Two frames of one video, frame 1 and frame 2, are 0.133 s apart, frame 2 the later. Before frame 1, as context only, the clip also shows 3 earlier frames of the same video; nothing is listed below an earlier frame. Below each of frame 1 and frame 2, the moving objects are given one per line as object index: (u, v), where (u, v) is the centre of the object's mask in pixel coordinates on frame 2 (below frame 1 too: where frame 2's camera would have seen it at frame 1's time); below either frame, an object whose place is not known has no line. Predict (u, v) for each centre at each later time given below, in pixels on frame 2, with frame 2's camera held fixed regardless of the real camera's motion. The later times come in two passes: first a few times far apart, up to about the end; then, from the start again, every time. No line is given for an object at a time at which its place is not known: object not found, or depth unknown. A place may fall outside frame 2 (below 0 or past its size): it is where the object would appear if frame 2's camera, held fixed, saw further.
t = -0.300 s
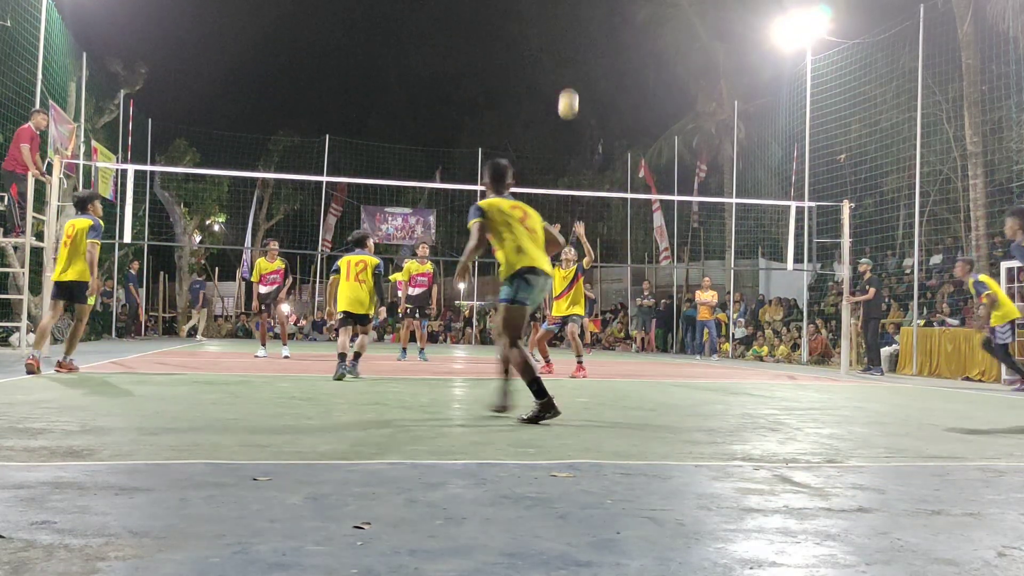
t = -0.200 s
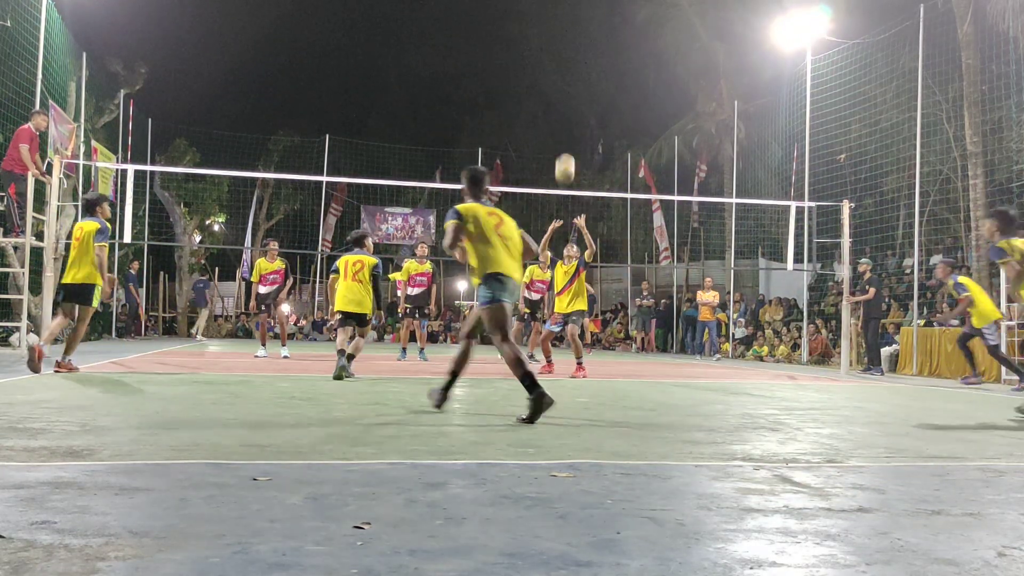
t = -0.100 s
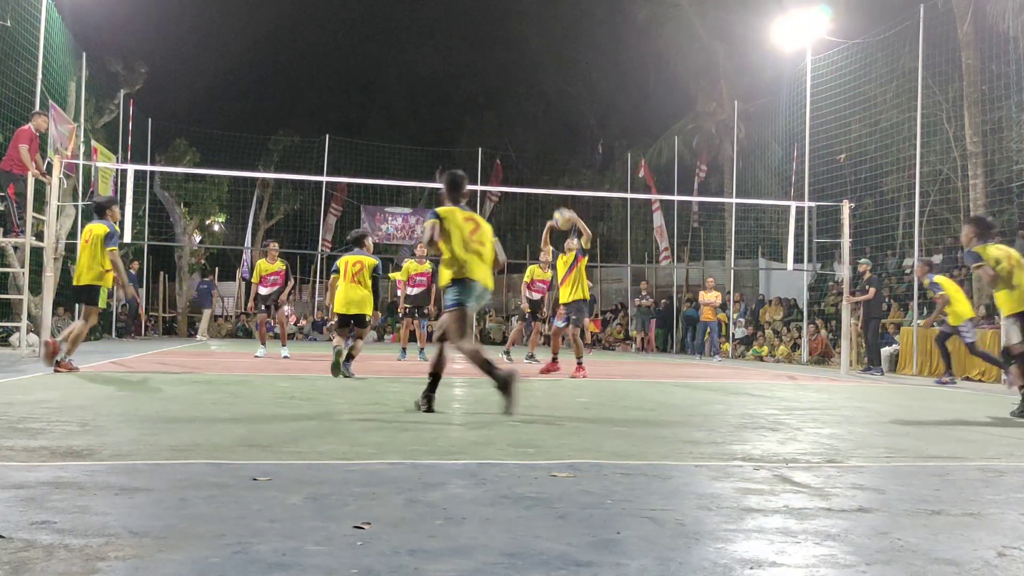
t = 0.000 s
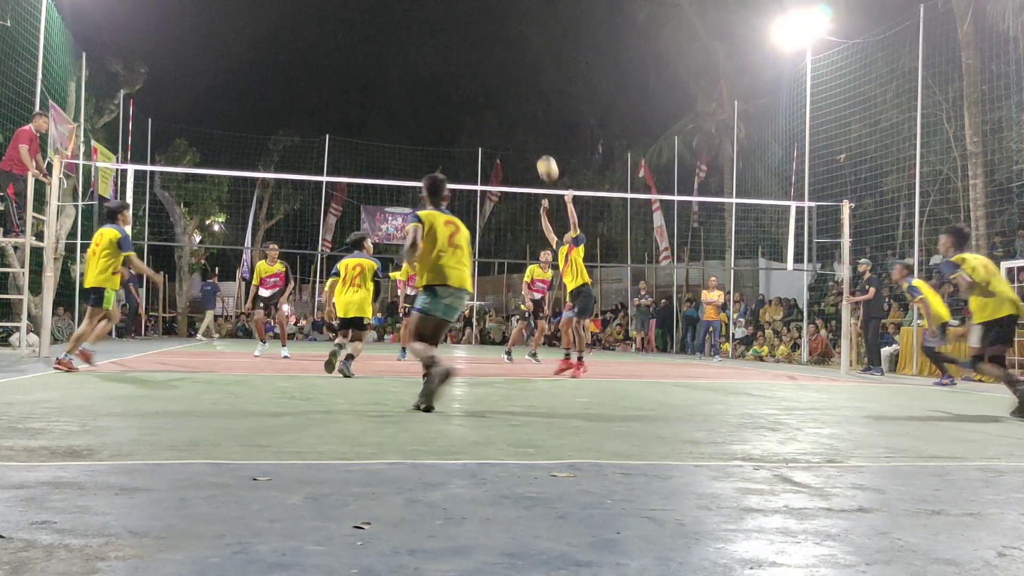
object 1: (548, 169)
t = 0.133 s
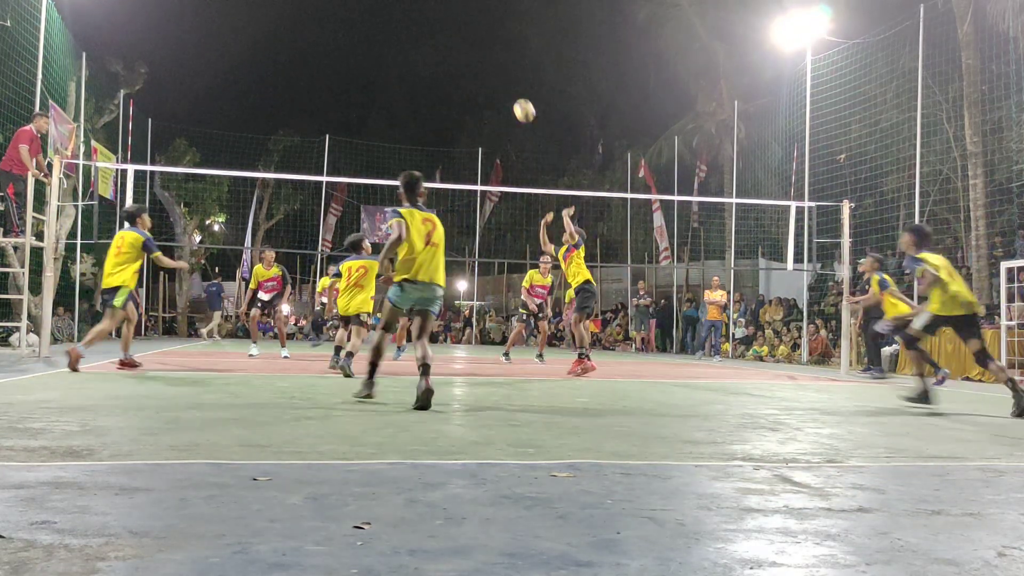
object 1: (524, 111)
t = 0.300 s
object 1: (495, 62)
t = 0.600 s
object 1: (443, 35)
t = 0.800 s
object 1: (409, 57)
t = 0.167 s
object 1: (518, 99)
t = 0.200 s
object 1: (513, 88)
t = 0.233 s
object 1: (506, 78)
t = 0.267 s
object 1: (501, 70)
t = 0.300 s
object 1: (495, 62)
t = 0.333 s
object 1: (489, 55)
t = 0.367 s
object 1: (483, 49)
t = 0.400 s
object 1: (477, 44)
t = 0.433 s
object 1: (471, 40)
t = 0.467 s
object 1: (466, 37)
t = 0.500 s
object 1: (460, 35)
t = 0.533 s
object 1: (454, 34)
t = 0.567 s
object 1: (448, 34)
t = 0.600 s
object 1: (443, 35)
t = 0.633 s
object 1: (437, 36)
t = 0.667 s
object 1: (431, 38)
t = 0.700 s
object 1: (426, 42)
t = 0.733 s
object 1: (420, 46)
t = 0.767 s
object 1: (414, 51)
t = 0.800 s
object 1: (409, 57)
